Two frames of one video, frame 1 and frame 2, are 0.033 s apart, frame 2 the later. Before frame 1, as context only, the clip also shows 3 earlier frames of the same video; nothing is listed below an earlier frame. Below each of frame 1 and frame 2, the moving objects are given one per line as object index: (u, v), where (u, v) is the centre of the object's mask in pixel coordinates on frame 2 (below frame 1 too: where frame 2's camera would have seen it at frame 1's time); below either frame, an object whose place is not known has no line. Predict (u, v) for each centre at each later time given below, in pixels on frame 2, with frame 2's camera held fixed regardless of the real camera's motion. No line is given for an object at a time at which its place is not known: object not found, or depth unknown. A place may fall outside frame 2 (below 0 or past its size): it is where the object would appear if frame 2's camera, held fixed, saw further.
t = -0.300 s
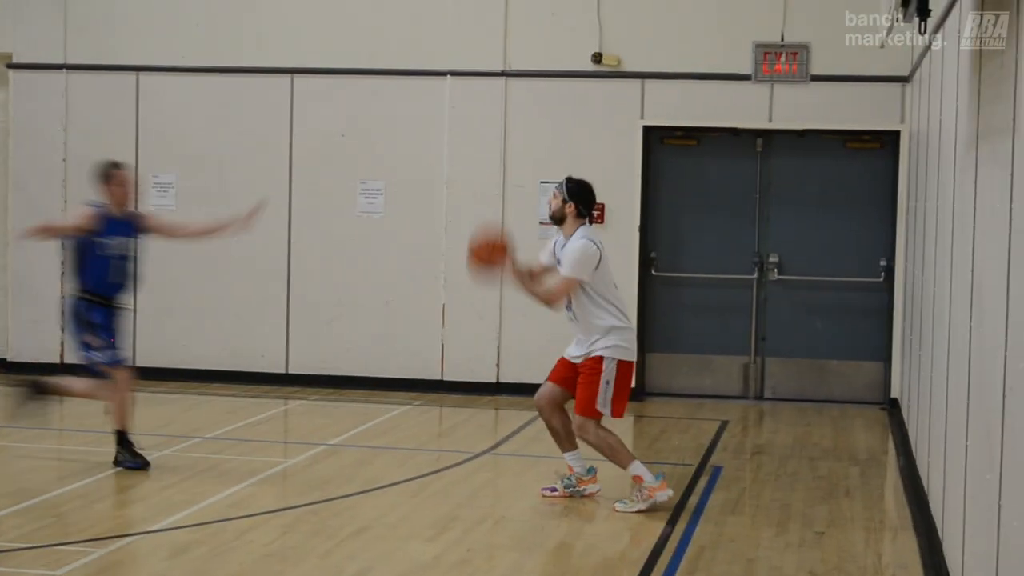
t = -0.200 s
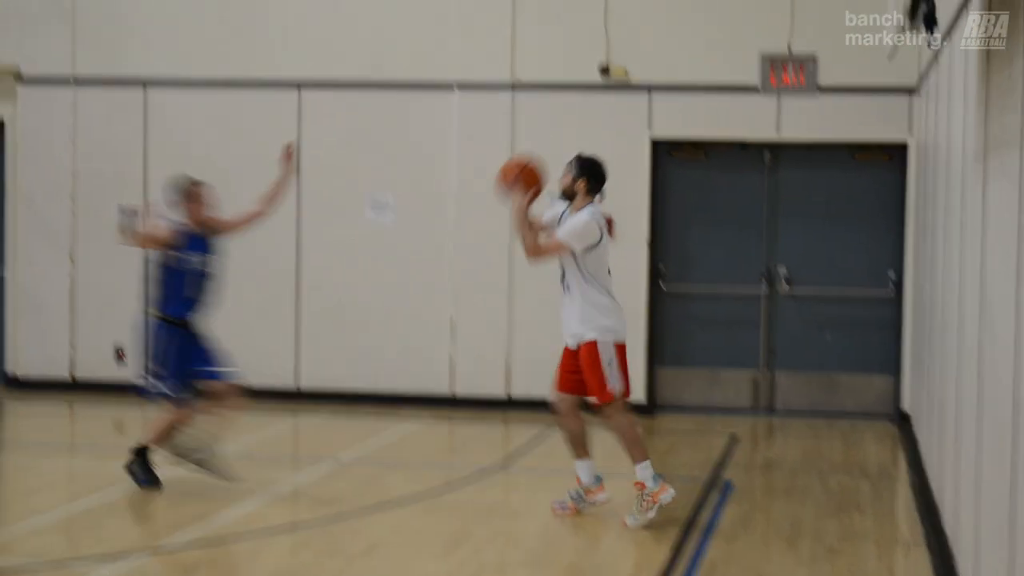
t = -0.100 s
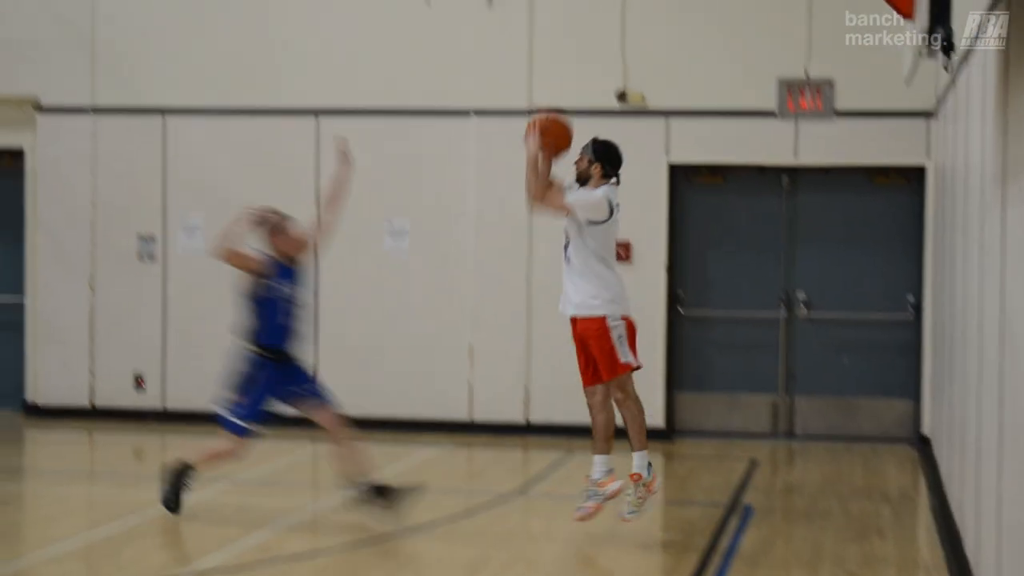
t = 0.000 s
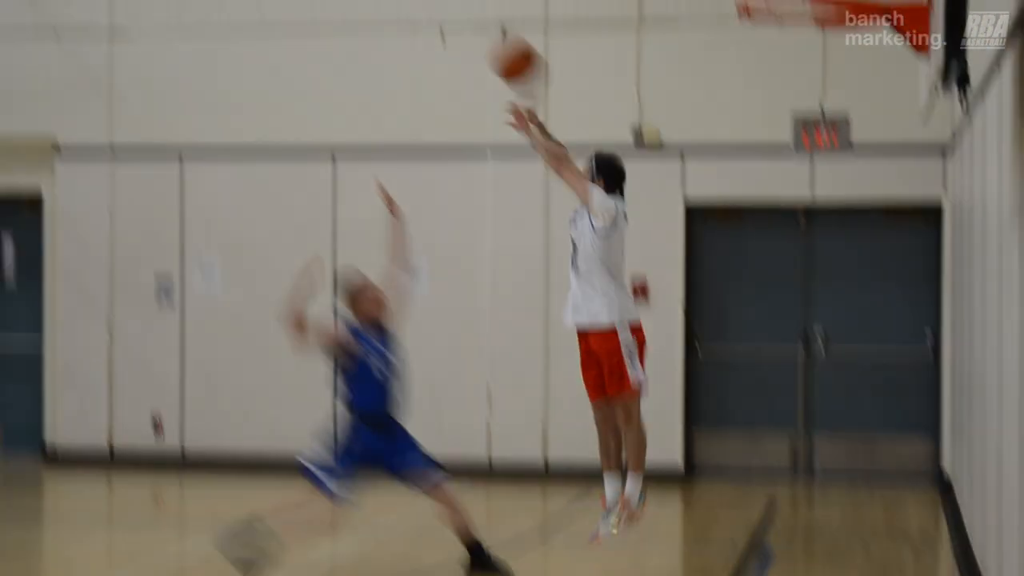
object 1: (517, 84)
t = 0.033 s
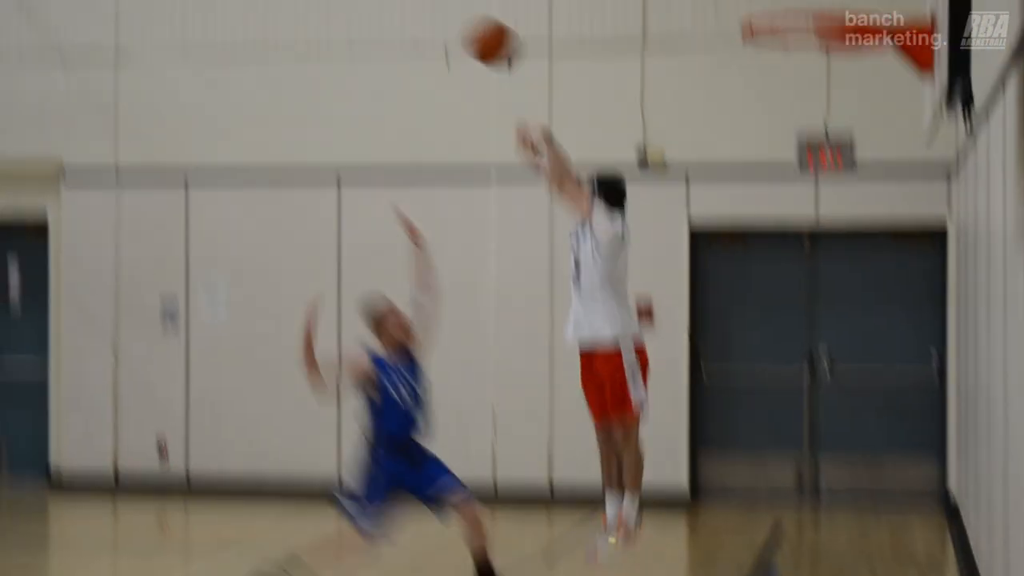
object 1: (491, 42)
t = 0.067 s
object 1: (459, -1)
